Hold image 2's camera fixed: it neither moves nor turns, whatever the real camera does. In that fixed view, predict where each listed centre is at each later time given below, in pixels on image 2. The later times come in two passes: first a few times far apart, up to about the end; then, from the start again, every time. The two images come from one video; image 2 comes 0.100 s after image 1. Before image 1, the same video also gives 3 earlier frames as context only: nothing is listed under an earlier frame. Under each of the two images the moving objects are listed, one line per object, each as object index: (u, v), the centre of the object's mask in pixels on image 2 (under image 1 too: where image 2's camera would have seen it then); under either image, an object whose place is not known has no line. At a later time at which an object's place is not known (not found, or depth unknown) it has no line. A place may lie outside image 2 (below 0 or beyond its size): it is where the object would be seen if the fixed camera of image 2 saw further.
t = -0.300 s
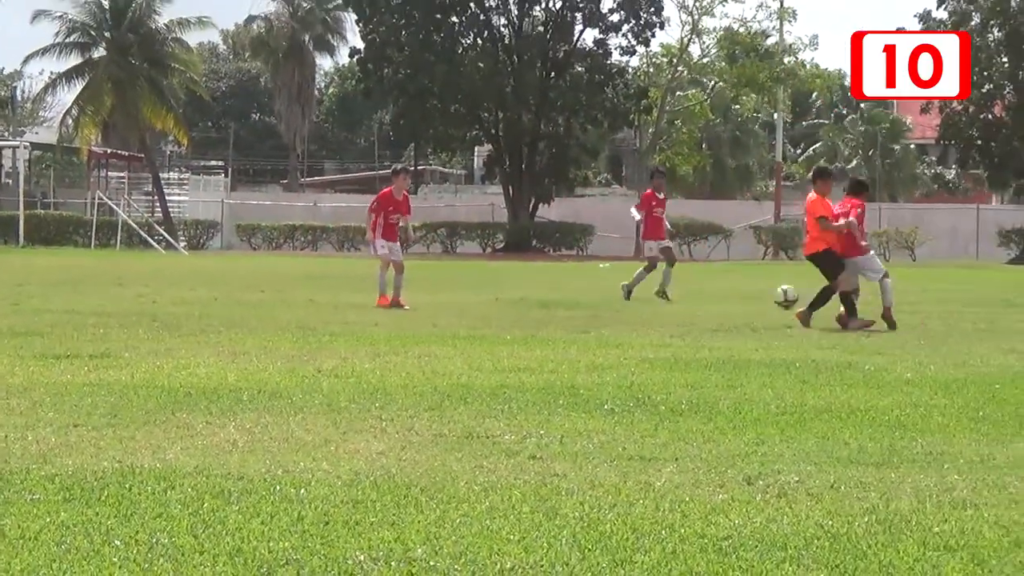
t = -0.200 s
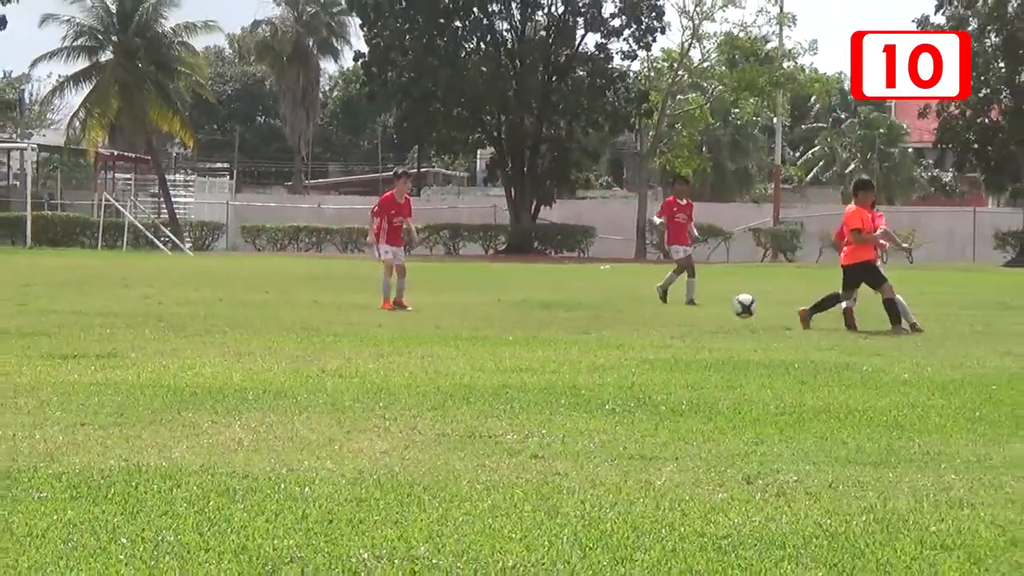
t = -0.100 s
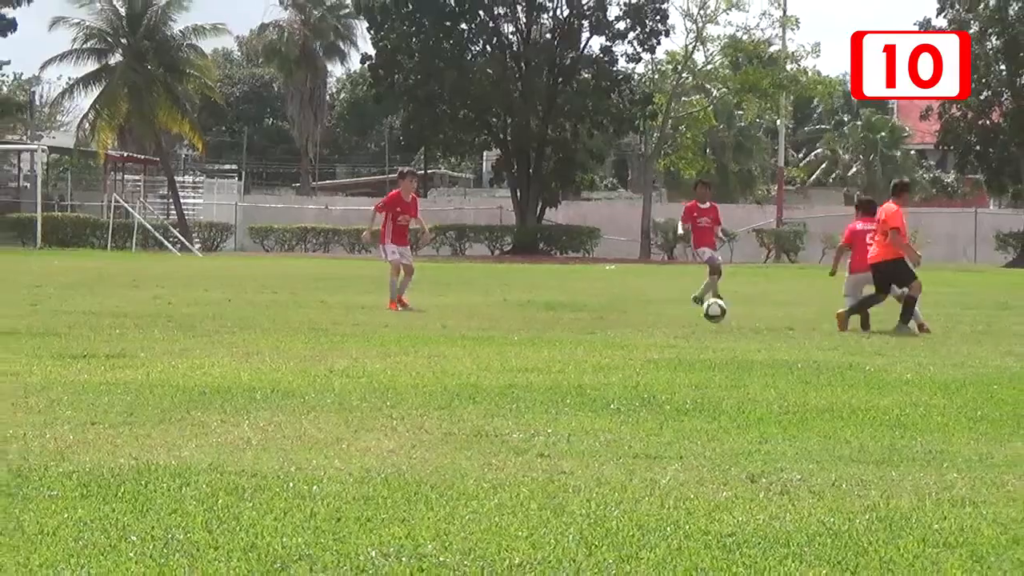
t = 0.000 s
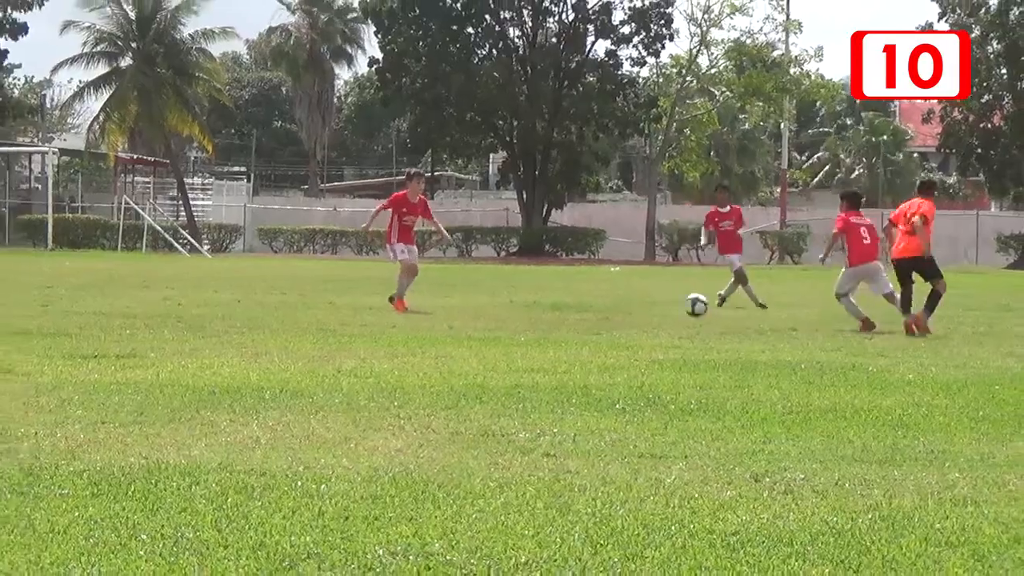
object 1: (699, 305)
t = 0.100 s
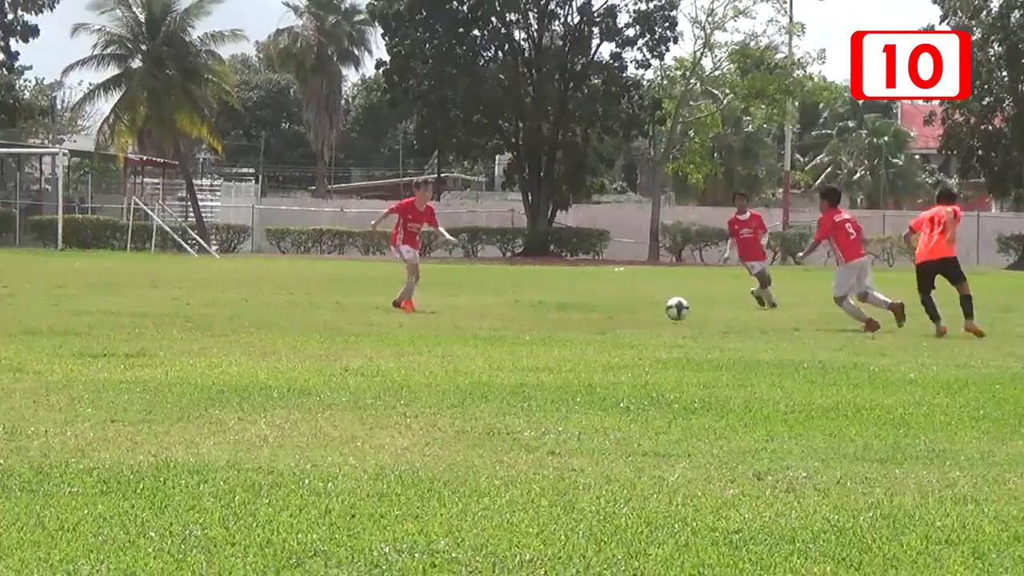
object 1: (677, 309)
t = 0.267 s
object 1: (649, 310)
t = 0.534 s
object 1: (610, 309)
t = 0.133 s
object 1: (670, 312)
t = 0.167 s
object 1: (664, 312)
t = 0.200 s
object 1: (659, 311)
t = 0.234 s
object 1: (654, 310)
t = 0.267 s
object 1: (649, 310)
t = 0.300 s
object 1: (644, 309)
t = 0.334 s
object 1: (639, 313)
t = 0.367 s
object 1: (633, 312)
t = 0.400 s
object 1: (629, 311)
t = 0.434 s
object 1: (625, 309)
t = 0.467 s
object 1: (618, 310)
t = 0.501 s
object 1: (614, 309)
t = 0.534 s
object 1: (610, 309)
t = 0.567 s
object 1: (607, 309)
